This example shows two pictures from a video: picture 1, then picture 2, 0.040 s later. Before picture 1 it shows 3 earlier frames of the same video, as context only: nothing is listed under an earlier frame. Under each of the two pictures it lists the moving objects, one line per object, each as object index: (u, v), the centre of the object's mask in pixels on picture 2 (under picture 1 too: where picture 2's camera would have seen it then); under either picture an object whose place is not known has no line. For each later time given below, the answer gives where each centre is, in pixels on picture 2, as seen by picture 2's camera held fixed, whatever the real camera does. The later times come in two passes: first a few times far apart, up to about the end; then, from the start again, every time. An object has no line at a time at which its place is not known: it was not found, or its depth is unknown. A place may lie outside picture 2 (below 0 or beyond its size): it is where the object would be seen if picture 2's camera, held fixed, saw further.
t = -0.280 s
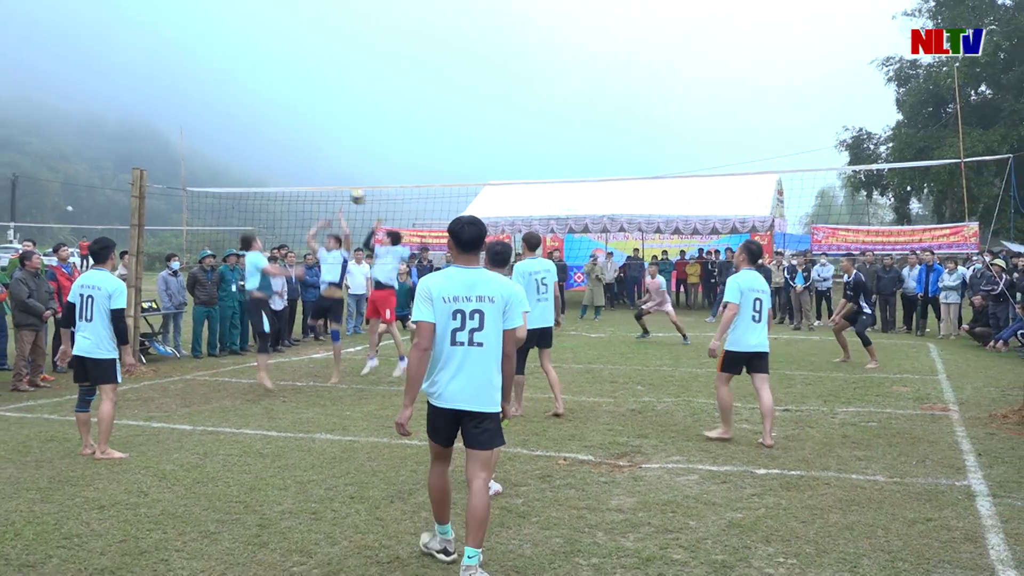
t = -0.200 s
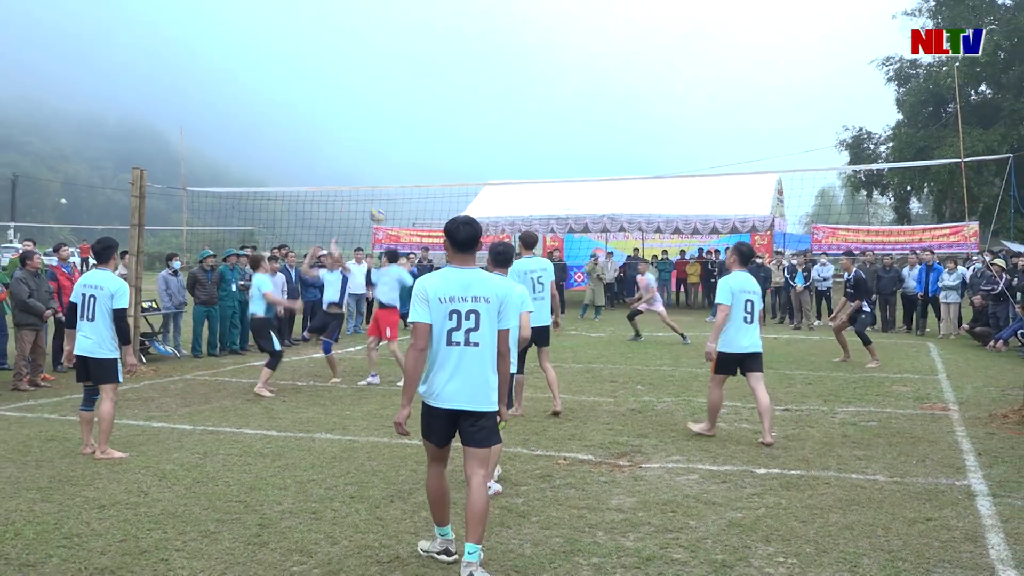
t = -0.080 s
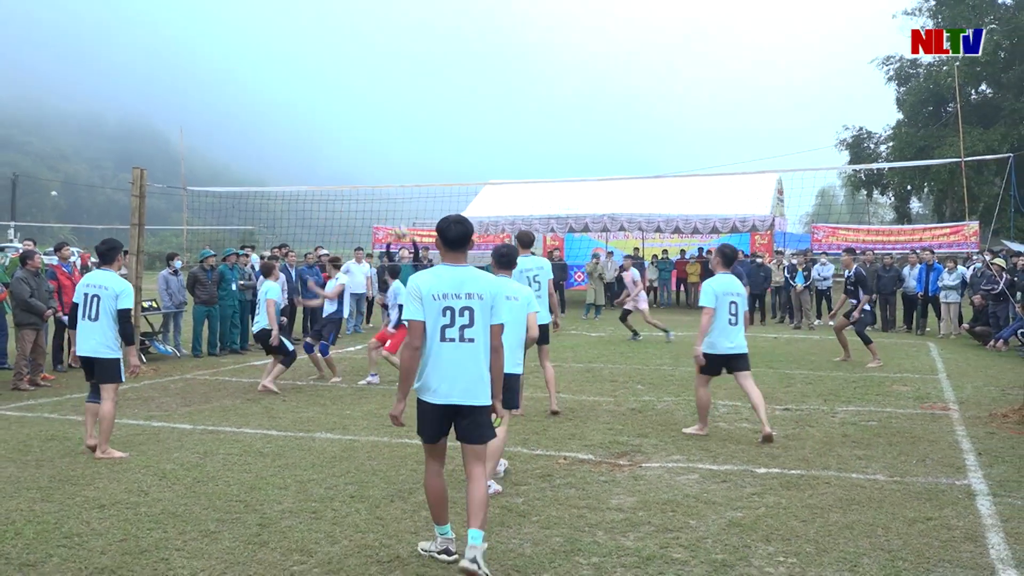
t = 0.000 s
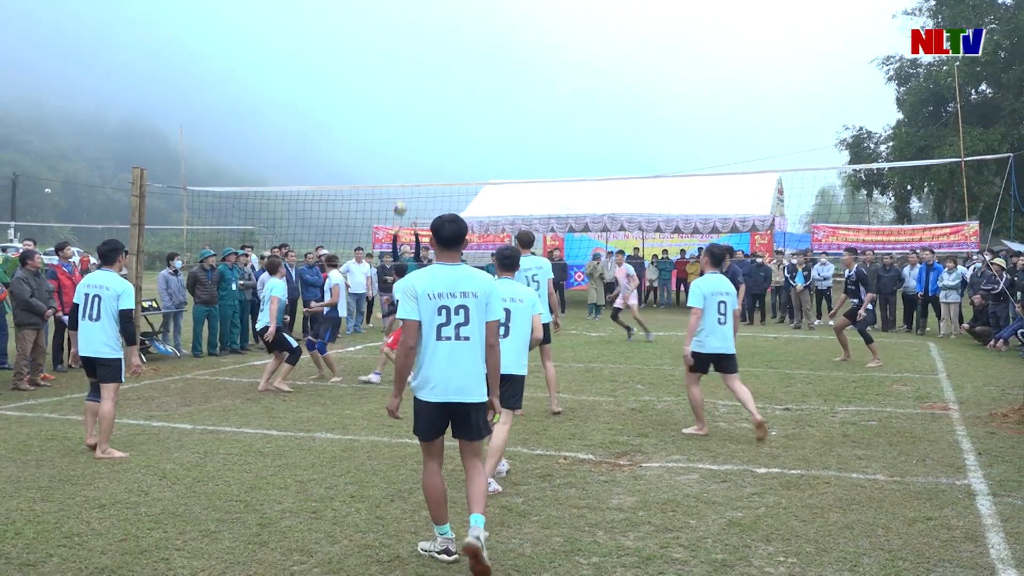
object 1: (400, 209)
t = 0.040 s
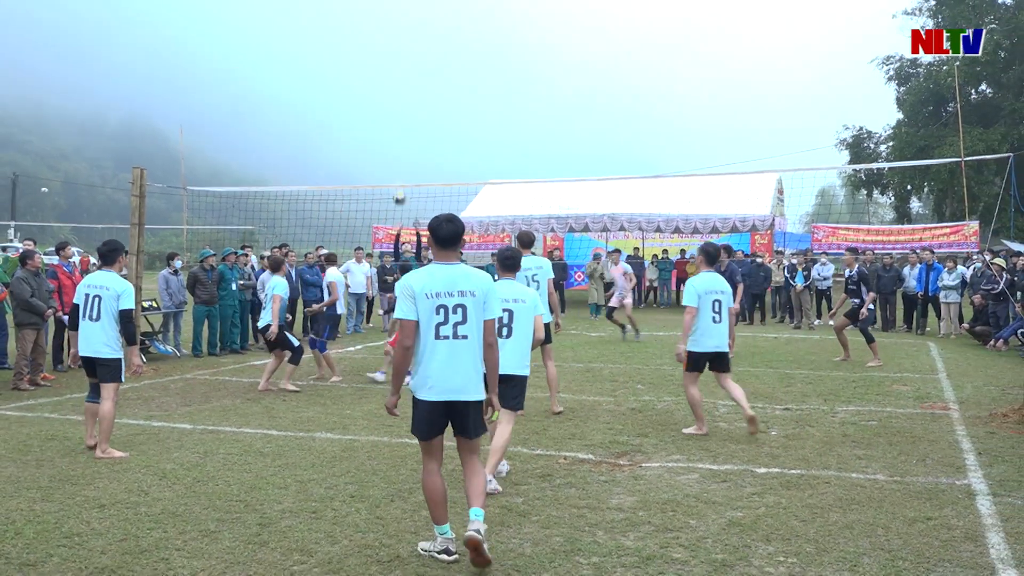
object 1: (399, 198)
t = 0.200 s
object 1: (398, 166)
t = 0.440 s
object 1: (397, 149)
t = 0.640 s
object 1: (396, 163)
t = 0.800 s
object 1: (395, 194)
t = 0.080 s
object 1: (399, 191)
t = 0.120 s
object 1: (399, 180)
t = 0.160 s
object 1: (399, 173)
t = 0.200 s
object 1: (398, 166)
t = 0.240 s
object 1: (398, 160)
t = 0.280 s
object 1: (398, 156)
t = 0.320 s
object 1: (397, 152)
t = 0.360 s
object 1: (397, 150)
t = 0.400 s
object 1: (397, 148)
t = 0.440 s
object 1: (397, 149)
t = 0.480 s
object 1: (397, 149)
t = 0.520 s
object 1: (396, 152)
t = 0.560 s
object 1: (396, 154)
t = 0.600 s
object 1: (396, 158)
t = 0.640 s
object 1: (396, 163)
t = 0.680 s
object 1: (396, 169)
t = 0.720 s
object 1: (396, 176)
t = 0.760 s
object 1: (395, 184)
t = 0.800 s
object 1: (395, 194)
